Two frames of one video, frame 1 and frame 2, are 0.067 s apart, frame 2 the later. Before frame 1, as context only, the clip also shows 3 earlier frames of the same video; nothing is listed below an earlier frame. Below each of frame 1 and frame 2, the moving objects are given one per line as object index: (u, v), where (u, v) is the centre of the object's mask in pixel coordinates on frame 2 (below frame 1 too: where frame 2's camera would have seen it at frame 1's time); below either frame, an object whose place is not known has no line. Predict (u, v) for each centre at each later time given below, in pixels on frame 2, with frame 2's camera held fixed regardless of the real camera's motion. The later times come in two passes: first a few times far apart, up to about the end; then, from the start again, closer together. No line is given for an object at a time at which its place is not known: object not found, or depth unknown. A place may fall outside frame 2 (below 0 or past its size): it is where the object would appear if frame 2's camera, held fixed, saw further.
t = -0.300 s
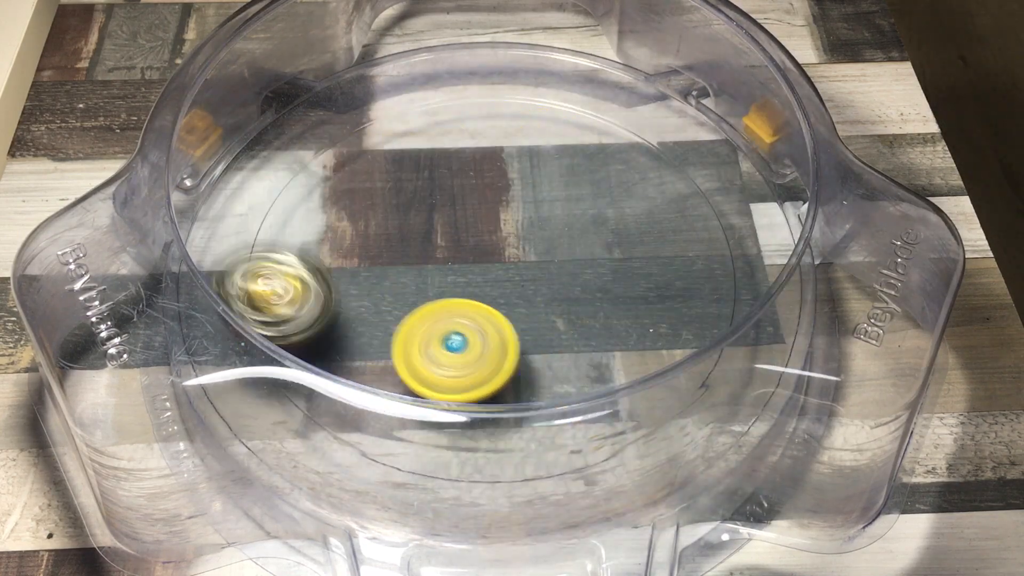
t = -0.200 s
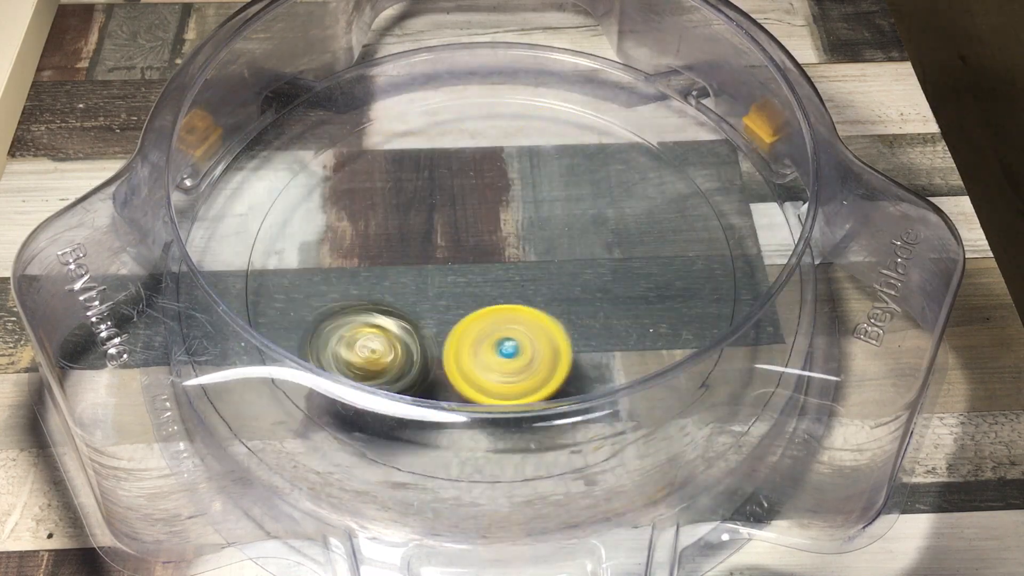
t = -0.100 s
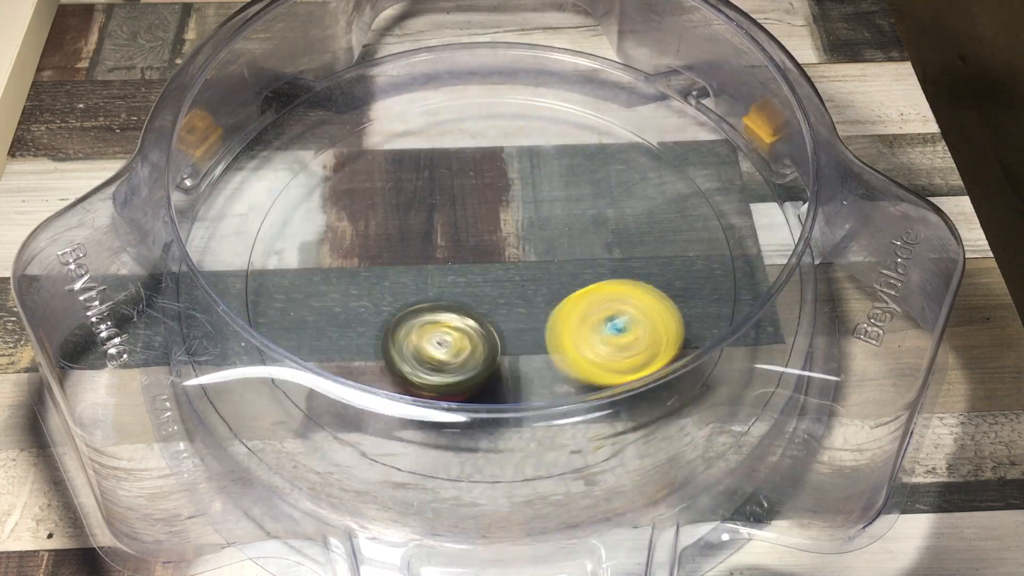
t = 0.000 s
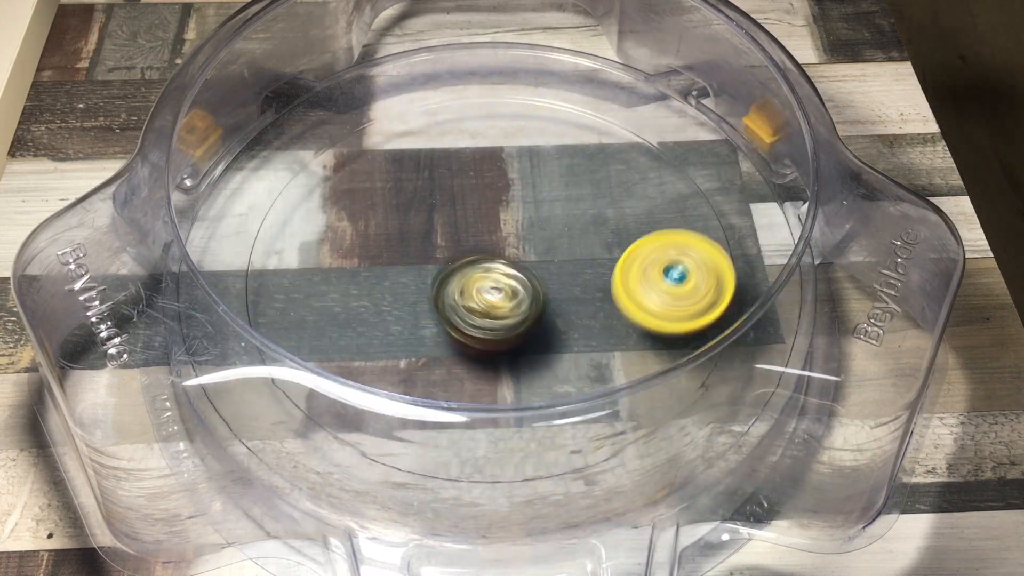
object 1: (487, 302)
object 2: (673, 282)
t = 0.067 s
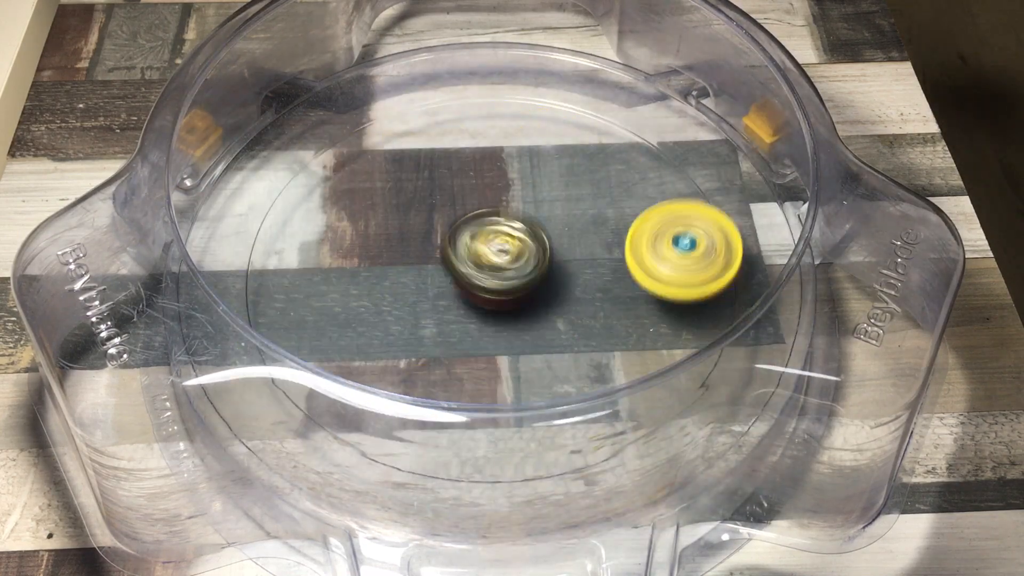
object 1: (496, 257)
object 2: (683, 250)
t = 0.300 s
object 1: (386, 152)
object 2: (636, 174)
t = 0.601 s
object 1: (420, 290)
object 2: (484, 180)
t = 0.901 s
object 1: (628, 181)
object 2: (375, 276)
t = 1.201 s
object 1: (456, 152)
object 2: (415, 359)
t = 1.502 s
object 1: (462, 326)
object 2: (573, 373)
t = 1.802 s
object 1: (456, 265)
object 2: (685, 274)
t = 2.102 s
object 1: (390, 259)
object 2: (586, 216)
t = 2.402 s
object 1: (399, 336)
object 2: (577, 138)
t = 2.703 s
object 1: (525, 301)
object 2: (530, 137)
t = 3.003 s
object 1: (438, 249)
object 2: (456, 131)
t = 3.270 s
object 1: (478, 301)
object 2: (423, 201)
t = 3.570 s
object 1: (588, 241)
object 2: (416, 268)
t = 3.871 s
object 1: (475, 227)
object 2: (464, 336)
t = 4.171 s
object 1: (448, 259)
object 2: (532, 370)
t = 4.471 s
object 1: (490, 240)
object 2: (578, 336)
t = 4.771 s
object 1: (437, 219)
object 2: (549, 268)
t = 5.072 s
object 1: (417, 257)
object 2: (523, 222)
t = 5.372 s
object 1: (489, 309)
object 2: (505, 178)
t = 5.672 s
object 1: (533, 268)
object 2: (483, 191)
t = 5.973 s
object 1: (526, 297)
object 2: (444, 213)
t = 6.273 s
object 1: (530, 316)
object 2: (437, 235)
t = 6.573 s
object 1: (549, 308)
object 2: (444, 269)
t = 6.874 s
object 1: (590, 278)
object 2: (431, 269)
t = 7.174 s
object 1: (548, 241)
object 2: (431, 251)
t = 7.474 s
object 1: (531, 235)
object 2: (385, 238)
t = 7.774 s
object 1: (514, 254)
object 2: (384, 238)
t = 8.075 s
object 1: (506, 291)
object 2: (405, 243)
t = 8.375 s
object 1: (501, 317)
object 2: (439, 231)
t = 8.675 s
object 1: (492, 302)
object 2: (492, 202)
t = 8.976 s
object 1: (463, 304)
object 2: (536, 225)
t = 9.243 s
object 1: (471, 308)
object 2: (557, 252)
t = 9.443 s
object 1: (462, 308)
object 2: (574, 260)
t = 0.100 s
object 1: (491, 235)
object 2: (684, 236)
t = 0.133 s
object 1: (482, 213)
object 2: (681, 222)
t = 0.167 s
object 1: (469, 195)
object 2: (676, 210)
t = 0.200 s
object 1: (452, 179)
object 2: (669, 198)
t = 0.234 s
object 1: (432, 165)
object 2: (660, 189)
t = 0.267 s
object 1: (410, 157)
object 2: (649, 180)
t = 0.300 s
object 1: (386, 152)
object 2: (636, 174)
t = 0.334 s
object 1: (365, 156)
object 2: (622, 168)
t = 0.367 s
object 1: (343, 165)
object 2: (607, 164)
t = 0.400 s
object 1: (330, 176)
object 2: (590, 162)
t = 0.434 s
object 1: (325, 196)
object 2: (573, 161)
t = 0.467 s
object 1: (326, 221)
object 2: (554, 162)
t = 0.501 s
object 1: (339, 243)
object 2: (537, 164)
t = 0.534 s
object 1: (361, 263)
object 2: (519, 168)
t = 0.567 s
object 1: (388, 280)
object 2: (501, 173)
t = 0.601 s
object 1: (420, 290)
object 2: (484, 180)
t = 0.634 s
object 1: (456, 296)
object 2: (467, 187)
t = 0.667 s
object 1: (489, 295)
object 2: (451, 196)
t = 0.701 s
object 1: (521, 287)
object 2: (436, 205)
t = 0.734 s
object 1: (550, 276)
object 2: (422, 216)
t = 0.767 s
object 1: (577, 260)
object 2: (409, 227)
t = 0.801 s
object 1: (597, 242)
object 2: (398, 239)
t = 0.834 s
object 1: (612, 223)
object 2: (388, 251)
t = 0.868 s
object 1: (624, 198)
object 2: (380, 264)
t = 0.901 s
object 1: (628, 181)
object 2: (375, 276)
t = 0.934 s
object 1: (625, 158)
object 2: (371, 289)
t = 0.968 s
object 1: (617, 140)
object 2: (370, 302)
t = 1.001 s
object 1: (602, 124)
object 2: (370, 314)
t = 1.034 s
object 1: (583, 114)
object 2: (372, 325)
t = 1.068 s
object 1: (558, 110)
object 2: (377, 335)
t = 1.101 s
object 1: (530, 110)
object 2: (384, 343)
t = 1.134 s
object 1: (504, 117)
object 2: (393, 350)
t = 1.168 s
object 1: (477, 131)
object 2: (404, 355)
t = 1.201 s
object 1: (456, 152)
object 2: (415, 359)
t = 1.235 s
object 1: (439, 173)
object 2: (429, 363)
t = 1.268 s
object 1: (428, 198)
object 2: (443, 365)
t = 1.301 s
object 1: (422, 226)
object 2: (455, 365)
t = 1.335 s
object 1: (420, 253)
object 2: (469, 365)
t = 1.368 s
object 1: (423, 277)
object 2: (483, 364)
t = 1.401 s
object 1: (428, 290)
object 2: (505, 367)
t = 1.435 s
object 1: (434, 301)
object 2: (530, 380)
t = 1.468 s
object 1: (446, 314)
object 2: (553, 378)
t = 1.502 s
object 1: (462, 326)
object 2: (573, 373)
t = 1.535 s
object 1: (474, 332)
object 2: (602, 372)
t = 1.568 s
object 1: (477, 328)
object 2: (642, 371)
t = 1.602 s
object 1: (479, 323)
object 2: (673, 363)
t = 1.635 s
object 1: (480, 315)
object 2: (691, 349)
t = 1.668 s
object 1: (480, 307)
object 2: (694, 332)
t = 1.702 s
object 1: (477, 297)
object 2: (688, 310)
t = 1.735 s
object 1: (473, 287)
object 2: (690, 299)
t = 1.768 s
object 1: (466, 275)
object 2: (690, 288)
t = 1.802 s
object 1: (456, 265)
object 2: (685, 274)
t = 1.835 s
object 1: (445, 256)
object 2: (679, 263)
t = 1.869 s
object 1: (432, 250)
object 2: (671, 254)
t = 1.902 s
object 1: (418, 246)
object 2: (661, 245)
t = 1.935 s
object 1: (405, 243)
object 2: (651, 238)
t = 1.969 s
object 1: (396, 243)
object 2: (640, 232)
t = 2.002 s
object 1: (388, 246)
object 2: (628, 227)
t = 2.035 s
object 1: (385, 249)
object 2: (615, 223)
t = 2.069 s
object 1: (386, 256)
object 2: (601, 218)
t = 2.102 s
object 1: (390, 259)
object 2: (586, 216)
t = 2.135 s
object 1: (398, 264)
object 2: (571, 214)
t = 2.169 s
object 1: (407, 266)
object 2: (555, 212)
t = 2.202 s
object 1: (419, 267)
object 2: (539, 211)
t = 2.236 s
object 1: (432, 267)
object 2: (523, 211)
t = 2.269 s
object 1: (430, 275)
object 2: (526, 200)
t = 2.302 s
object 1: (414, 290)
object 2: (550, 177)
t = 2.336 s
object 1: (403, 305)
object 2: (567, 158)
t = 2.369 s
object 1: (399, 320)
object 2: (575, 145)
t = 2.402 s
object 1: (399, 336)
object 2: (577, 138)
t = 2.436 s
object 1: (406, 345)
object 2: (575, 137)
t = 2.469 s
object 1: (420, 353)
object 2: (572, 137)
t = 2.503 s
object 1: (438, 359)
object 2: (568, 137)
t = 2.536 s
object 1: (459, 360)
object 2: (564, 137)
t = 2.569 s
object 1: (480, 356)
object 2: (559, 137)
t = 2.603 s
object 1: (497, 350)
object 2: (553, 137)
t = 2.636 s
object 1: (512, 334)
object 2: (546, 136)
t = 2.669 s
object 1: (521, 318)
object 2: (539, 136)
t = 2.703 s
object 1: (525, 301)
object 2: (530, 137)
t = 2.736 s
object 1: (526, 281)
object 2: (522, 139)
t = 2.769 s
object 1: (522, 264)
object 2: (513, 142)
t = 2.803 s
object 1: (514, 247)
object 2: (504, 147)
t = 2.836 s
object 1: (503, 235)
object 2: (497, 147)
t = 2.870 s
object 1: (491, 236)
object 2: (492, 134)
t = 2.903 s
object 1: (478, 236)
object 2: (484, 128)
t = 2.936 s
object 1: (464, 238)
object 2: (474, 127)
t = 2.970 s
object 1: (451, 244)
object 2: (465, 128)
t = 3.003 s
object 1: (438, 249)
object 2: (456, 131)
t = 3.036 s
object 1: (431, 261)
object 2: (448, 135)
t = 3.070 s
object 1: (429, 271)
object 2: (441, 142)
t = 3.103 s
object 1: (430, 279)
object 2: (435, 150)
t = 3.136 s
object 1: (434, 288)
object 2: (431, 159)
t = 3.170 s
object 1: (443, 294)
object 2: (427, 169)
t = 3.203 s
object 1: (454, 299)
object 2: (425, 179)
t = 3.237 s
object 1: (465, 301)
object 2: (424, 190)
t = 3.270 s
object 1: (478, 301)
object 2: (423, 201)
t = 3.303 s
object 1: (492, 297)
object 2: (424, 212)
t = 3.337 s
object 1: (504, 291)
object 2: (425, 224)
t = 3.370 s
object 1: (516, 284)
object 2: (424, 231)
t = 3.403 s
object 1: (534, 283)
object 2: (419, 232)
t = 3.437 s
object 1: (552, 279)
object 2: (418, 236)
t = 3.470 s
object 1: (566, 272)
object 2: (415, 243)
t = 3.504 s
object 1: (578, 263)
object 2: (414, 251)
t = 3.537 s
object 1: (586, 252)
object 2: (414, 259)
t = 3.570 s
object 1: (588, 241)
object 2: (416, 268)
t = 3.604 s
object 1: (585, 230)
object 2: (418, 276)
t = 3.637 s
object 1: (578, 220)
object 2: (422, 284)
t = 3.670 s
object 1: (565, 212)
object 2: (426, 292)
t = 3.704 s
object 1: (551, 209)
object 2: (432, 299)
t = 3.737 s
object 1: (531, 209)
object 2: (438, 305)
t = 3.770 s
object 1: (516, 212)
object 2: (445, 311)
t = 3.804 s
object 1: (499, 217)
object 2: (453, 316)
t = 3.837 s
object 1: (485, 224)
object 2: (462, 321)
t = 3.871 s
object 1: (475, 227)
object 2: (464, 336)
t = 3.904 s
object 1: (467, 227)
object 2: (469, 350)
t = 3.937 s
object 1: (458, 229)
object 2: (478, 357)
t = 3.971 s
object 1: (454, 231)
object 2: (486, 361)
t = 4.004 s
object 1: (449, 234)
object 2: (494, 365)
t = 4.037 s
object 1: (446, 238)
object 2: (502, 367)
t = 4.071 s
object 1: (444, 243)
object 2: (509, 369)
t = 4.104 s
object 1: (442, 249)
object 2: (517, 370)
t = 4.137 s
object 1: (445, 253)
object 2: (525, 371)
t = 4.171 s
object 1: (448, 259)
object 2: (532, 370)
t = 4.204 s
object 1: (452, 265)
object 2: (539, 368)
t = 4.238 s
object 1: (460, 268)
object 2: (546, 366)
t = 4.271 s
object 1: (465, 271)
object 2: (551, 362)
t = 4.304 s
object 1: (475, 274)
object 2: (555, 357)
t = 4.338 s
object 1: (486, 274)
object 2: (558, 353)
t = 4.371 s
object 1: (489, 268)
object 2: (565, 352)
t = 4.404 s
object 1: (491, 258)
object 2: (572, 349)
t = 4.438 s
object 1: (492, 247)
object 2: (576, 344)
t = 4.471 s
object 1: (490, 240)
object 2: (578, 336)
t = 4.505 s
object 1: (486, 230)
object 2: (577, 328)
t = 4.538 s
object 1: (479, 222)
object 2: (576, 320)
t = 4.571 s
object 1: (471, 216)
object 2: (573, 312)
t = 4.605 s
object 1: (466, 213)
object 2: (569, 304)
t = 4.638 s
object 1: (458, 212)
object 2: (565, 295)
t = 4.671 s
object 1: (450, 212)
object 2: (559, 287)
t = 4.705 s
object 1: (449, 215)
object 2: (553, 279)
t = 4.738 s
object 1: (445, 219)
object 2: (546, 271)
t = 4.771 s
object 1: (437, 219)
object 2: (549, 268)
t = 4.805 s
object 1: (427, 219)
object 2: (549, 265)
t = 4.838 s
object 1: (423, 221)
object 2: (547, 258)
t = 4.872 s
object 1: (417, 225)
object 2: (543, 252)
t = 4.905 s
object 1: (412, 229)
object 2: (538, 246)
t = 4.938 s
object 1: (413, 235)
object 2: (533, 241)
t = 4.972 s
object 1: (412, 239)
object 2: (530, 236)
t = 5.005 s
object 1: (411, 245)
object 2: (529, 231)
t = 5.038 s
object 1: (413, 249)
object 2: (527, 226)
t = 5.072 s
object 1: (417, 257)
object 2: (523, 222)
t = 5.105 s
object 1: (423, 264)
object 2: (519, 218)
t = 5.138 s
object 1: (429, 270)
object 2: (516, 214)
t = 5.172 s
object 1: (436, 275)
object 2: (513, 210)
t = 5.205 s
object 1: (447, 279)
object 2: (510, 208)
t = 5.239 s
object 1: (458, 282)
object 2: (508, 204)
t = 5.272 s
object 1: (464, 290)
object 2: (509, 194)
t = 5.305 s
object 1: (470, 297)
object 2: (511, 186)
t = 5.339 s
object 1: (480, 304)
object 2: (508, 181)
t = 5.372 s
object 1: (489, 309)
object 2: (505, 178)
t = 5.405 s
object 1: (499, 311)
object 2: (503, 177)
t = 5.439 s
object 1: (511, 312)
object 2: (501, 177)
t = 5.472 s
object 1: (521, 309)
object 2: (499, 177)
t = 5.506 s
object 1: (530, 304)
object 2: (496, 178)
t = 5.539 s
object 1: (535, 297)
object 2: (494, 181)
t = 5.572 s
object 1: (538, 289)
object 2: (492, 184)
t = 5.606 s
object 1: (538, 279)
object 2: (490, 189)
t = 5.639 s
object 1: (536, 271)
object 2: (487, 192)
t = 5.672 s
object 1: (533, 268)
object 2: (483, 191)
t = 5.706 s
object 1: (532, 267)
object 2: (476, 192)
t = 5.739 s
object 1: (531, 268)
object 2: (470, 193)
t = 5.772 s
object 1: (531, 271)
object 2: (466, 197)
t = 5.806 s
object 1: (527, 271)
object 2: (463, 200)
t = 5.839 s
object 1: (525, 274)
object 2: (459, 203)
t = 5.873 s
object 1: (525, 278)
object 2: (453, 203)
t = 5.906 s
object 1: (527, 288)
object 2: (449, 206)
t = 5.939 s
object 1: (526, 290)
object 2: (446, 209)
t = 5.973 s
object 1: (526, 297)
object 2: (444, 213)
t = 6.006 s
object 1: (528, 297)
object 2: (442, 218)
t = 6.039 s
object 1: (528, 301)
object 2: (442, 222)
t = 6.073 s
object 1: (525, 300)
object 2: (441, 227)
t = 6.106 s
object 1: (524, 300)
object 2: (442, 232)
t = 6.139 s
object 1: (524, 300)
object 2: (443, 237)
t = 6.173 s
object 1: (520, 302)
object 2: (441, 238)
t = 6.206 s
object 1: (522, 307)
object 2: (438, 234)
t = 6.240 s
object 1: (523, 310)
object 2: (437, 232)
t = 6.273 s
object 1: (530, 316)
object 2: (437, 235)
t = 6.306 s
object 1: (535, 321)
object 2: (436, 239)
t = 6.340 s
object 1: (539, 321)
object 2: (436, 245)
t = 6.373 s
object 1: (540, 320)
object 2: (438, 251)
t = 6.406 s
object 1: (540, 318)
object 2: (441, 256)
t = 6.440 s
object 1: (541, 315)
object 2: (444, 261)
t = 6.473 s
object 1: (540, 313)
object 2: (446, 265)
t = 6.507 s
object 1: (543, 313)
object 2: (446, 265)
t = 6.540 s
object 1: (548, 310)
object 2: (446, 269)
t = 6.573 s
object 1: (549, 308)
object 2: (444, 269)
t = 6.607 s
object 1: (554, 306)
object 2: (443, 271)
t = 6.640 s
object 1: (558, 305)
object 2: (445, 273)
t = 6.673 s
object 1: (564, 302)
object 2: (448, 275)
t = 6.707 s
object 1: (566, 298)
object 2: (451, 277)
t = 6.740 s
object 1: (567, 293)
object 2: (454, 278)
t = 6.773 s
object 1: (575, 290)
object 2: (444, 273)
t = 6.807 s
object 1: (580, 288)
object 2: (436, 270)
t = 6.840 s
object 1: (586, 283)
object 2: (433, 270)
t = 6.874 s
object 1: (590, 278)
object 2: (431, 269)
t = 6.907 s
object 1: (589, 275)
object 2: (429, 267)
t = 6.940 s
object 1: (590, 269)
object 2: (428, 265)
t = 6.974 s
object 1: (588, 264)
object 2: (428, 264)
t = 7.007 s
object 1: (580, 260)
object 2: (430, 263)
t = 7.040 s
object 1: (572, 255)
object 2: (431, 260)
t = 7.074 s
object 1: (566, 251)
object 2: (433, 258)
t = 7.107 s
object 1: (555, 249)
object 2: (435, 256)
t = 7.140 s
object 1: (547, 246)
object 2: (437, 255)
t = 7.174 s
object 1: (548, 241)
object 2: (431, 251)
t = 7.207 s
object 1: (550, 240)
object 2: (409, 248)
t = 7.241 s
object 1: (552, 240)
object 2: (396, 247)
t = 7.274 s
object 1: (550, 236)
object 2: (389, 246)
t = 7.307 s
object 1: (549, 236)
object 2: (386, 245)
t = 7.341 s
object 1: (549, 234)
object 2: (384, 243)
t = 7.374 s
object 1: (544, 233)
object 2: (383, 242)
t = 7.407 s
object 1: (544, 234)
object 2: (382, 241)
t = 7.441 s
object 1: (537, 232)
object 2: (383, 240)
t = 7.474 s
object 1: (531, 235)
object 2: (385, 238)
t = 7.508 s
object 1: (529, 233)
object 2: (388, 238)
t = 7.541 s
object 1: (522, 235)
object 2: (391, 238)
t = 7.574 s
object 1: (519, 235)
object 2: (396, 238)
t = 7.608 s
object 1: (509, 234)
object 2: (399, 238)
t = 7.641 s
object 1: (509, 239)
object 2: (394, 237)
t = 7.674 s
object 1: (506, 239)
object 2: (392, 237)
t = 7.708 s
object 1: (507, 244)
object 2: (387, 237)
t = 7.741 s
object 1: (512, 246)
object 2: (384, 238)
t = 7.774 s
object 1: (514, 254)
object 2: (384, 238)
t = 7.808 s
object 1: (517, 256)
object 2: (385, 239)
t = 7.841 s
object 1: (515, 261)
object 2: (386, 239)
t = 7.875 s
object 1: (518, 262)
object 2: (389, 240)
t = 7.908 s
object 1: (515, 267)
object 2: (392, 241)
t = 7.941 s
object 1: (517, 267)
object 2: (396, 242)
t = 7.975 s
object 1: (513, 272)
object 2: (400, 244)
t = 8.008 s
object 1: (511, 273)
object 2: (407, 246)
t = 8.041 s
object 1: (510, 286)
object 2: (404, 244)
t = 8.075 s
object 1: (506, 291)
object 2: (405, 243)
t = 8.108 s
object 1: (507, 301)
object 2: (410, 246)
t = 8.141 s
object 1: (509, 298)
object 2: (415, 248)
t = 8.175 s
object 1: (510, 303)
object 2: (421, 249)
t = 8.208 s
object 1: (508, 307)
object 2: (424, 246)
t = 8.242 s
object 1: (512, 308)
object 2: (430, 245)
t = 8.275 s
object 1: (509, 313)
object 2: (429, 240)
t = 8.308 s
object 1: (508, 312)
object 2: (431, 234)
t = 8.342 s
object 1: (508, 314)
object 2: (436, 232)
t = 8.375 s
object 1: (501, 317)
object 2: (439, 231)
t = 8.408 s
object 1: (498, 312)
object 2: (443, 229)
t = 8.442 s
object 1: (499, 312)
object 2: (450, 229)
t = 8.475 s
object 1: (494, 311)
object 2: (456, 227)
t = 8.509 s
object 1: (495, 310)
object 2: (462, 221)
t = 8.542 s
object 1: (500, 306)
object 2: (467, 220)
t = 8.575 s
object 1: (496, 304)
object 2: (473, 214)
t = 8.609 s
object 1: (493, 304)
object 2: (480, 206)
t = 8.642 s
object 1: (492, 302)
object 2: (486, 202)
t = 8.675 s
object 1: (492, 302)
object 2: (492, 202)
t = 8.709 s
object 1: (491, 303)
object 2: (497, 202)
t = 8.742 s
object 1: (488, 305)
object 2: (504, 203)
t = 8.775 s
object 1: (484, 307)
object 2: (510, 204)
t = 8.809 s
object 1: (480, 307)
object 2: (515, 206)
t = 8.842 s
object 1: (475, 306)
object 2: (521, 209)
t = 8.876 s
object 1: (469, 306)
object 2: (526, 212)
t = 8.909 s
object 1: (465, 305)
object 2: (530, 216)
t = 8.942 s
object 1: (463, 304)
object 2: (533, 221)
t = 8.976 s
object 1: (463, 304)
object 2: (536, 225)
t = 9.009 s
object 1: (464, 304)
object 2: (538, 230)
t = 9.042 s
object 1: (468, 305)
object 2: (541, 234)
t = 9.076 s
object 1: (472, 306)
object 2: (544, 238)
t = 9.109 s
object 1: (470, 308)
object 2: (549, 240)
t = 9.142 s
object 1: (467, 308)
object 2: (552, 242)
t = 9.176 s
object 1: (467, 307)
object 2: (553, 246)
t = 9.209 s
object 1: (469, 308)
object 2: (555, 249)
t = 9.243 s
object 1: (471, 308)
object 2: (557, 252)
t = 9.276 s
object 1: (464, 310)
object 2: (563, 254)
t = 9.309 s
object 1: (461, 308)
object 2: (569, 254)
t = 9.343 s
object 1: (459, 308)
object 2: (571, 256)
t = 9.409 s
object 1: (459, 308)
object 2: (575, 257)
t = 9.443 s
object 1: (462, 308)
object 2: (574, 260)
